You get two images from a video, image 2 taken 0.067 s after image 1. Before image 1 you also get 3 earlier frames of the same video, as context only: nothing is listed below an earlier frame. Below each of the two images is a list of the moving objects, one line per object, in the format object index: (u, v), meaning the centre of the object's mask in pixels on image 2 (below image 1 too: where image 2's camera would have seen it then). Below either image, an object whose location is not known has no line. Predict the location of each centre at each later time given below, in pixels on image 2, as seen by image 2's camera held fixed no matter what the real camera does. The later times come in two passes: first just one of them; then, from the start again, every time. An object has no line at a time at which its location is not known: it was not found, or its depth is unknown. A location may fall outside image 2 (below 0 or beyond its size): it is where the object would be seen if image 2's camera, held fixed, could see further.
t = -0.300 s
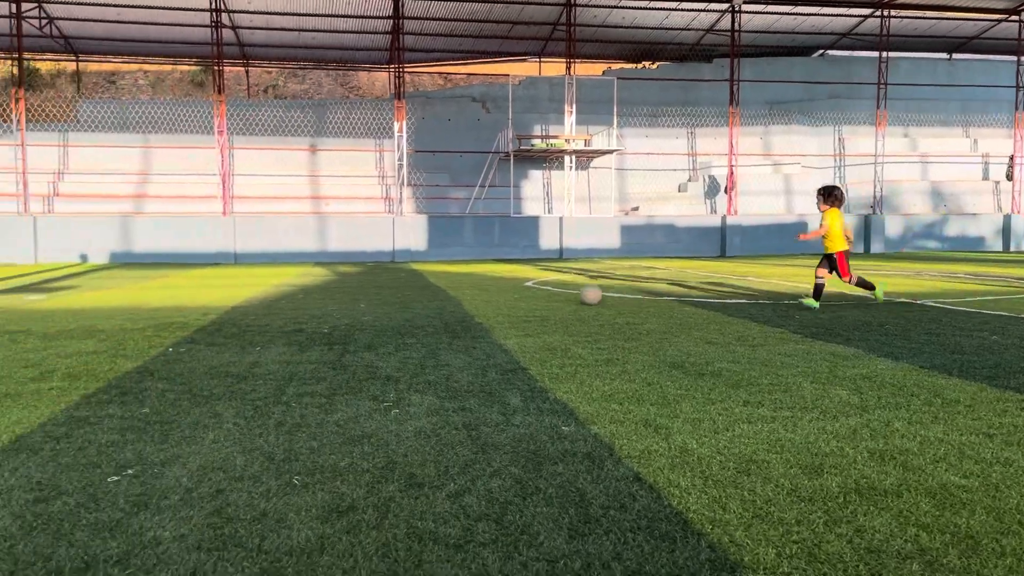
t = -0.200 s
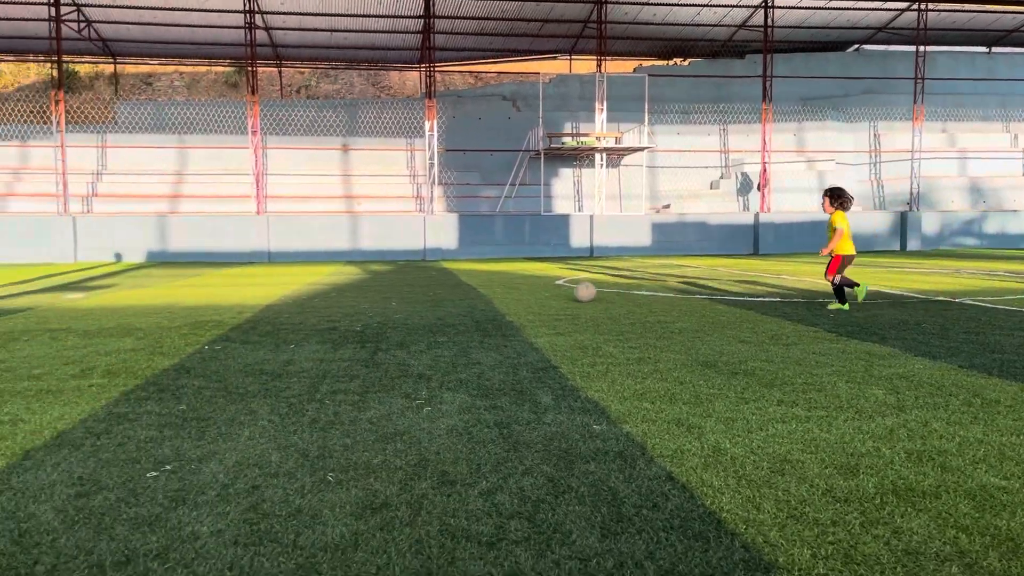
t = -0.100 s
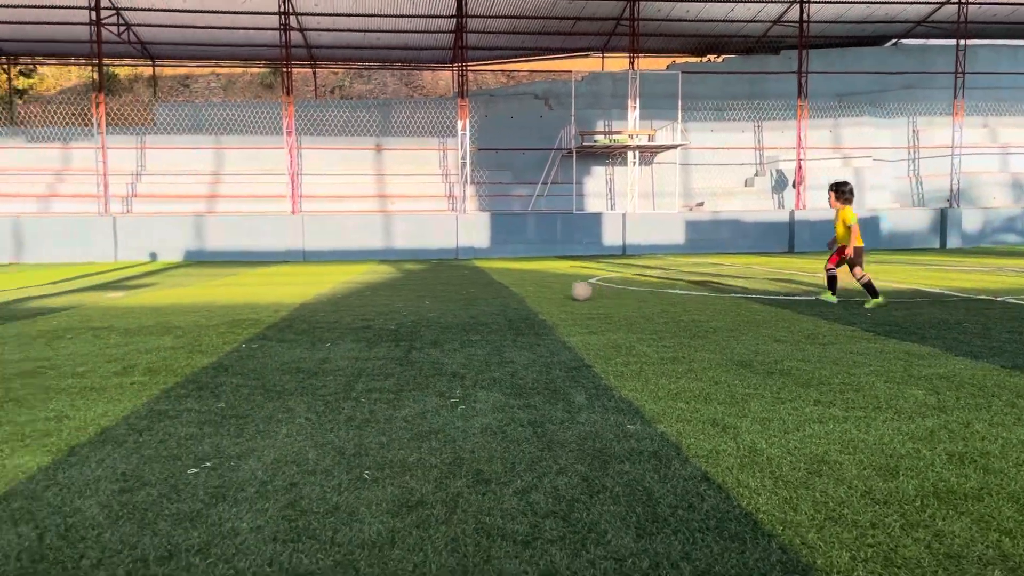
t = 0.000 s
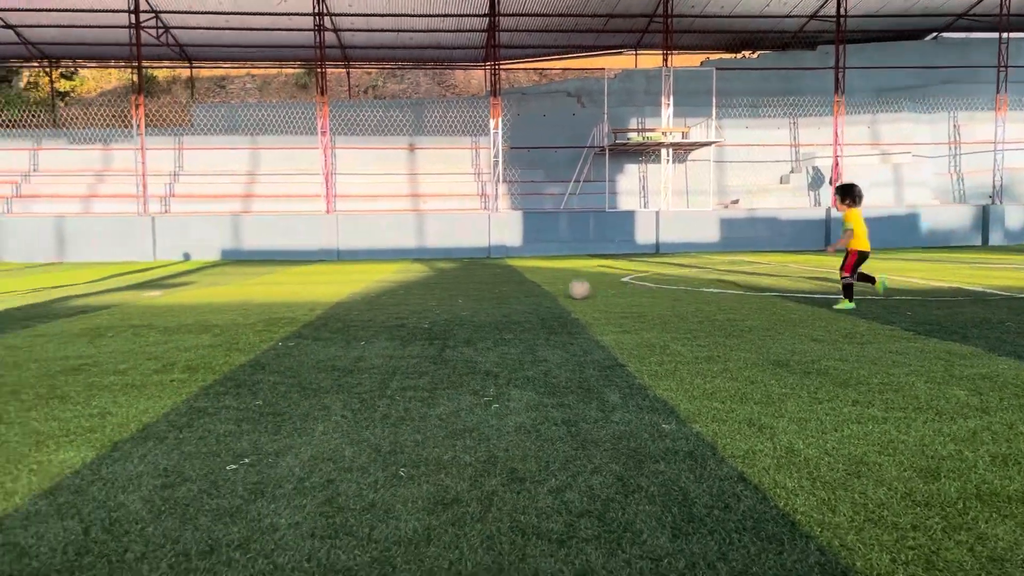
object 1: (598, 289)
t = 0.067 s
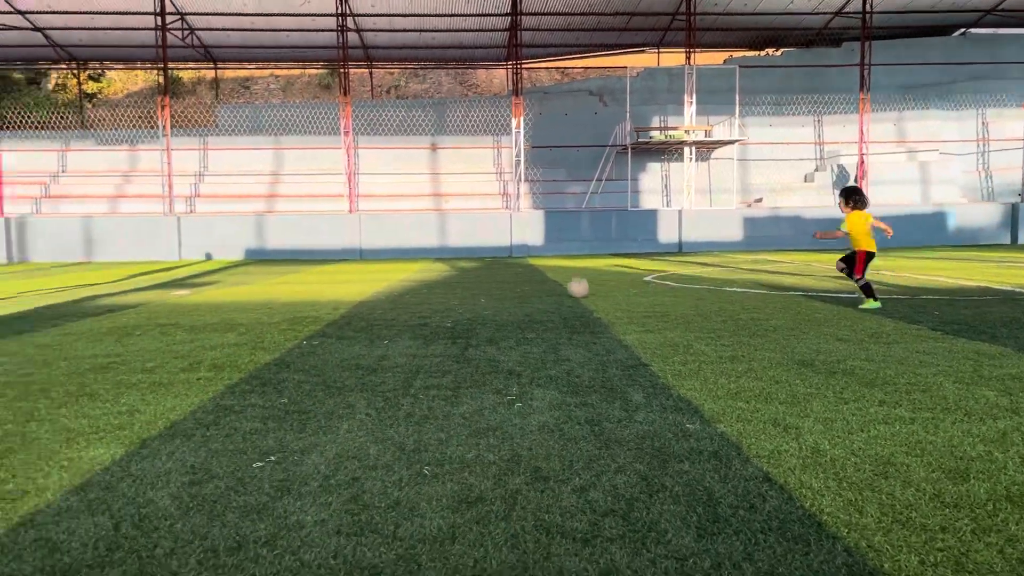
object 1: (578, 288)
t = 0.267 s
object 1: (524, 285)
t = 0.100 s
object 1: (569, 287)
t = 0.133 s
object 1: (560, 285)
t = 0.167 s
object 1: (551, 285)
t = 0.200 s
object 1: (542, 286)
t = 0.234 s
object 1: (533, 286)
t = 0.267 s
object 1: (524, 285)
